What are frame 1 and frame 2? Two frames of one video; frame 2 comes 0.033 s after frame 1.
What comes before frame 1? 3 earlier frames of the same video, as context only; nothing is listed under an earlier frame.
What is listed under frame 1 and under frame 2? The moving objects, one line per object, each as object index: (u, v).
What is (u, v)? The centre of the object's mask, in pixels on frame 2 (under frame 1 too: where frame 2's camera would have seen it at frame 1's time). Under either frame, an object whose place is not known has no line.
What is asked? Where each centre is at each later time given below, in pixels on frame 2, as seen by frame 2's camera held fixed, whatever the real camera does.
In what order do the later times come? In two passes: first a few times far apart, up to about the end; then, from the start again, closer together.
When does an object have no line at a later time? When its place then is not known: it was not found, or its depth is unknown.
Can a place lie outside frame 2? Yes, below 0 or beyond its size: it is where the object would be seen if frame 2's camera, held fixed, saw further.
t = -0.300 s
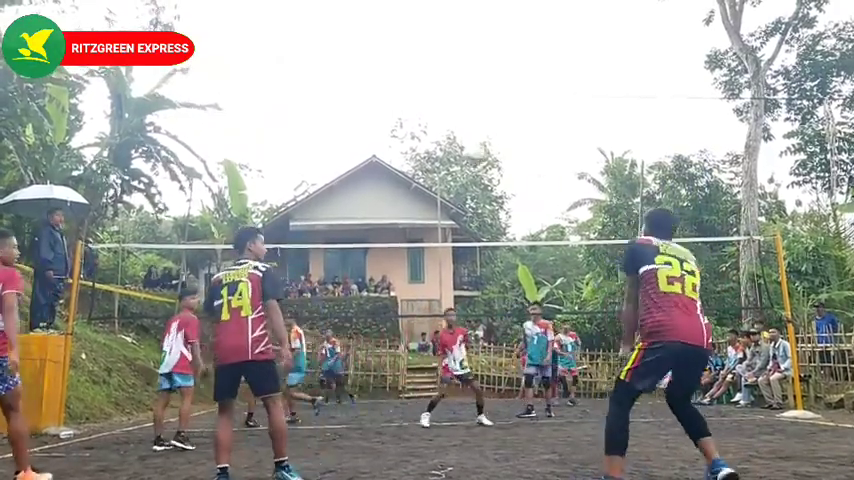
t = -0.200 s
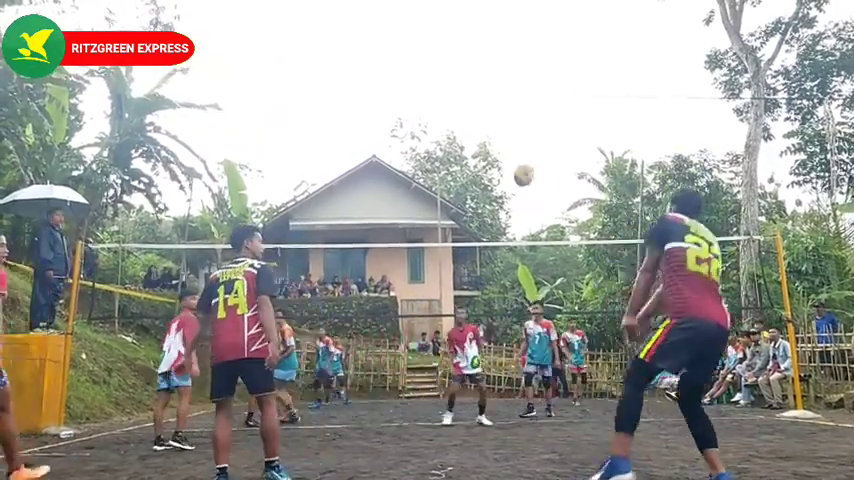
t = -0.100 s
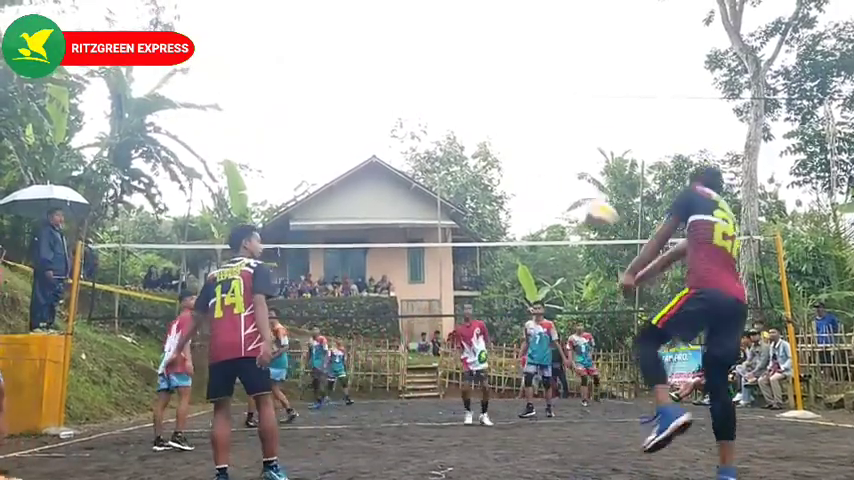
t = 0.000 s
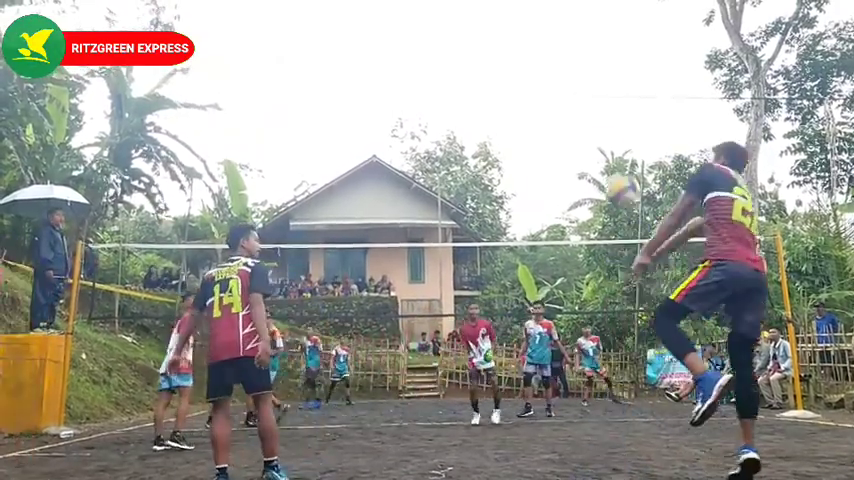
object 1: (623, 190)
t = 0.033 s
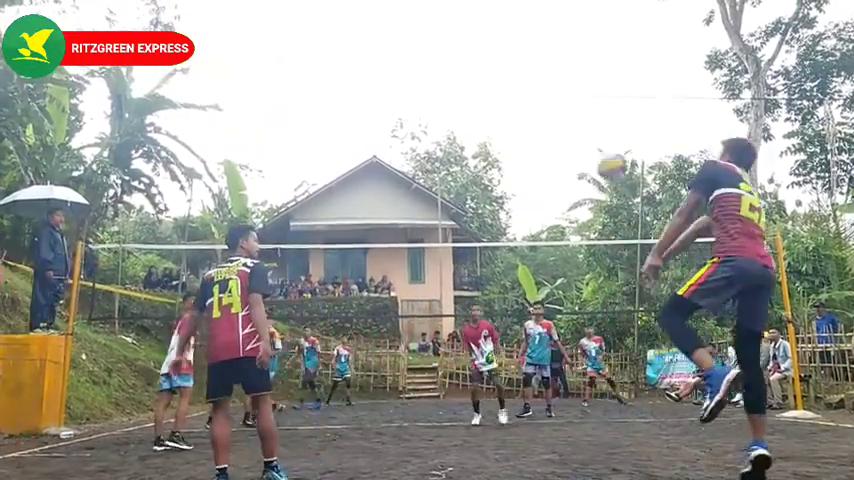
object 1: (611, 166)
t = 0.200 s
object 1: (572, 79)
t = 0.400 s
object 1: (542, 38)
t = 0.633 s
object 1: (518, 50)
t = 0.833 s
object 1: (503, 97)
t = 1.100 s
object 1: (487, 194)
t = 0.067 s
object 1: (603, 145)
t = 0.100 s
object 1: (594, 127)
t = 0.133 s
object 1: (586, 107)
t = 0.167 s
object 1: (579, 92)
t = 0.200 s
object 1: (572, 79)
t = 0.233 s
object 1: (567, 67)
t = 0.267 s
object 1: (561, 58)
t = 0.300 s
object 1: (556, 51)
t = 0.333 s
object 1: (551, 46)
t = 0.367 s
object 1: (546, 43)
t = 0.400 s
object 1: (542, 38)
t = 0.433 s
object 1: (539, 36)
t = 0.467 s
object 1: (535, 36)
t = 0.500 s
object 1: (531, 35)
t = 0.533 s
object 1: (528, 38)
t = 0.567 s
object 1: (524, 42)
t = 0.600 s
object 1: (521, 47)
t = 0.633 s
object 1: (518, 50)
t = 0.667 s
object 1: (516, 56)
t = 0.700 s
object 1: (513, 61)
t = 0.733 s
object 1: (510, 68)
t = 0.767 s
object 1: (508, 77)
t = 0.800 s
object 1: (505, 86)
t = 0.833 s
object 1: (503, 97)
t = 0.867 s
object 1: (500, 108)
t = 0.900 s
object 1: (499, 117)
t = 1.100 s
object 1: (487, 194)
